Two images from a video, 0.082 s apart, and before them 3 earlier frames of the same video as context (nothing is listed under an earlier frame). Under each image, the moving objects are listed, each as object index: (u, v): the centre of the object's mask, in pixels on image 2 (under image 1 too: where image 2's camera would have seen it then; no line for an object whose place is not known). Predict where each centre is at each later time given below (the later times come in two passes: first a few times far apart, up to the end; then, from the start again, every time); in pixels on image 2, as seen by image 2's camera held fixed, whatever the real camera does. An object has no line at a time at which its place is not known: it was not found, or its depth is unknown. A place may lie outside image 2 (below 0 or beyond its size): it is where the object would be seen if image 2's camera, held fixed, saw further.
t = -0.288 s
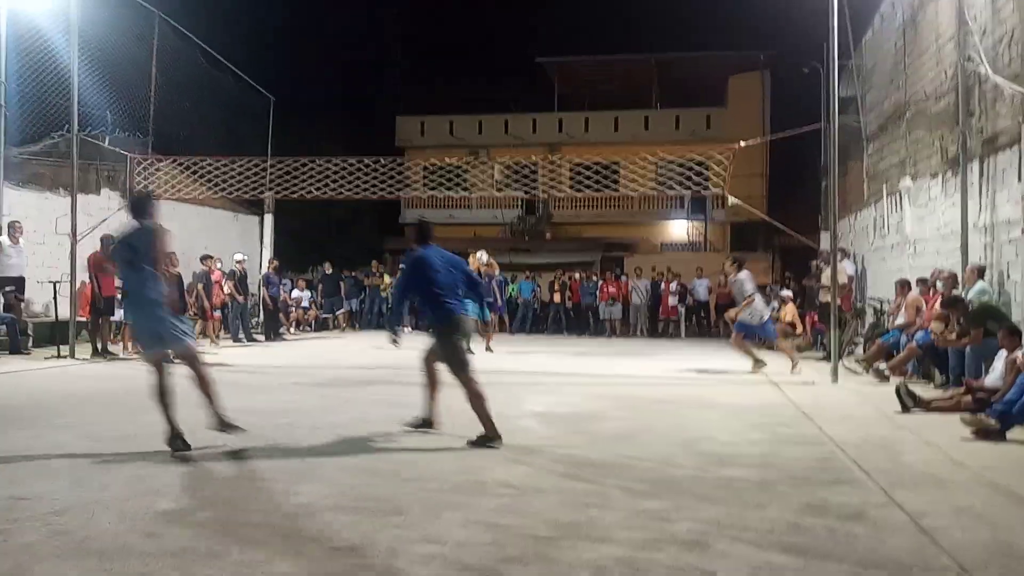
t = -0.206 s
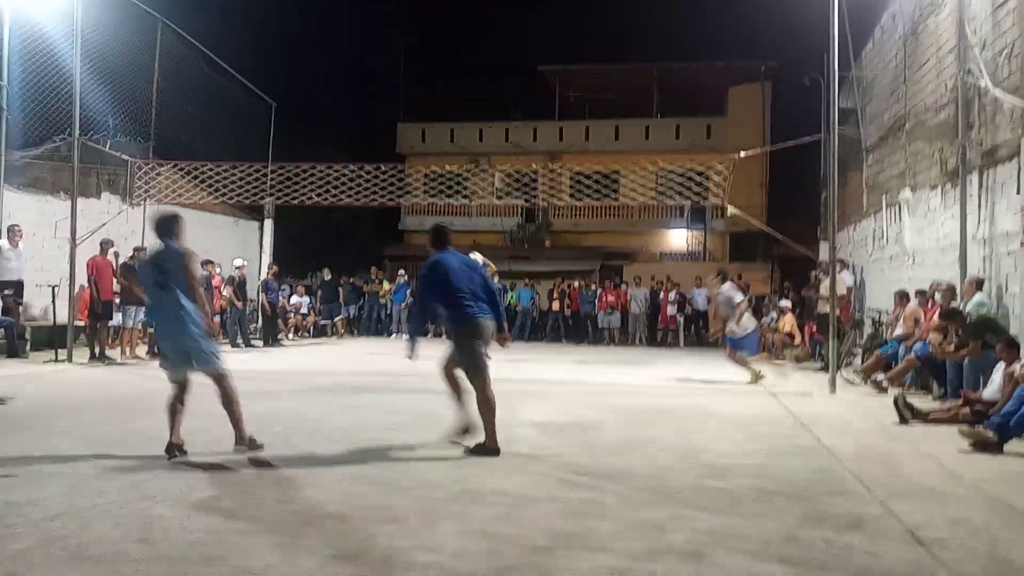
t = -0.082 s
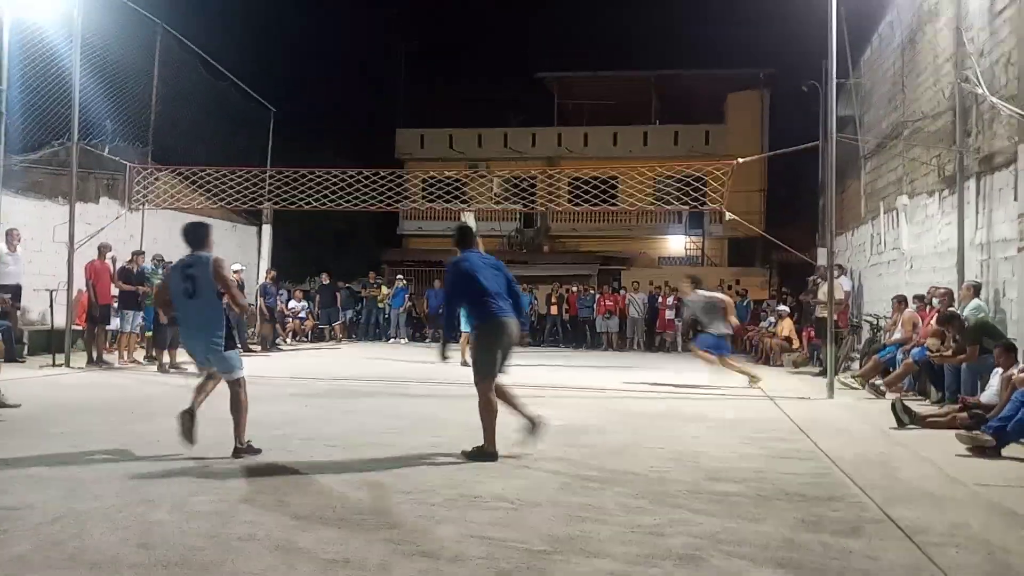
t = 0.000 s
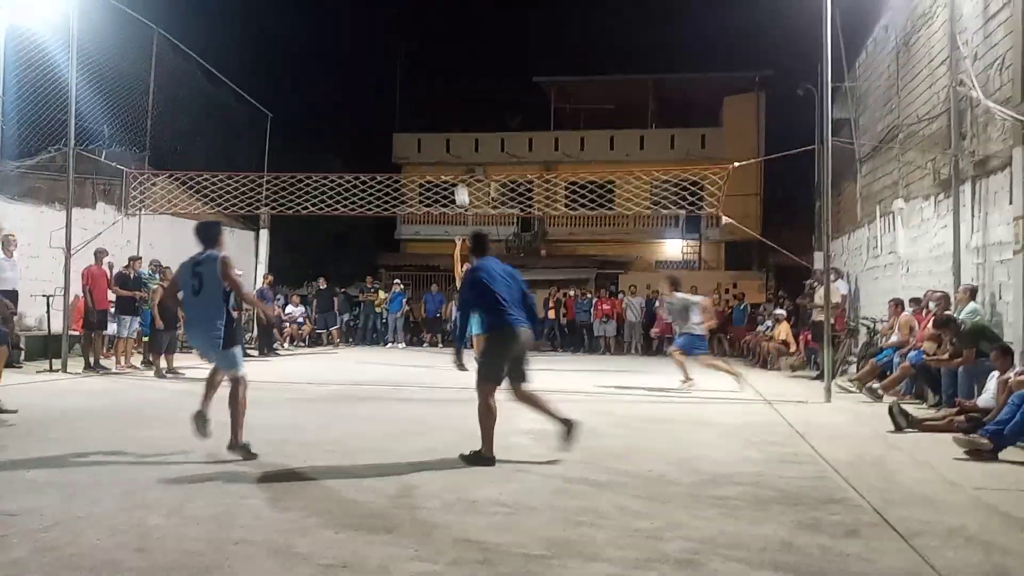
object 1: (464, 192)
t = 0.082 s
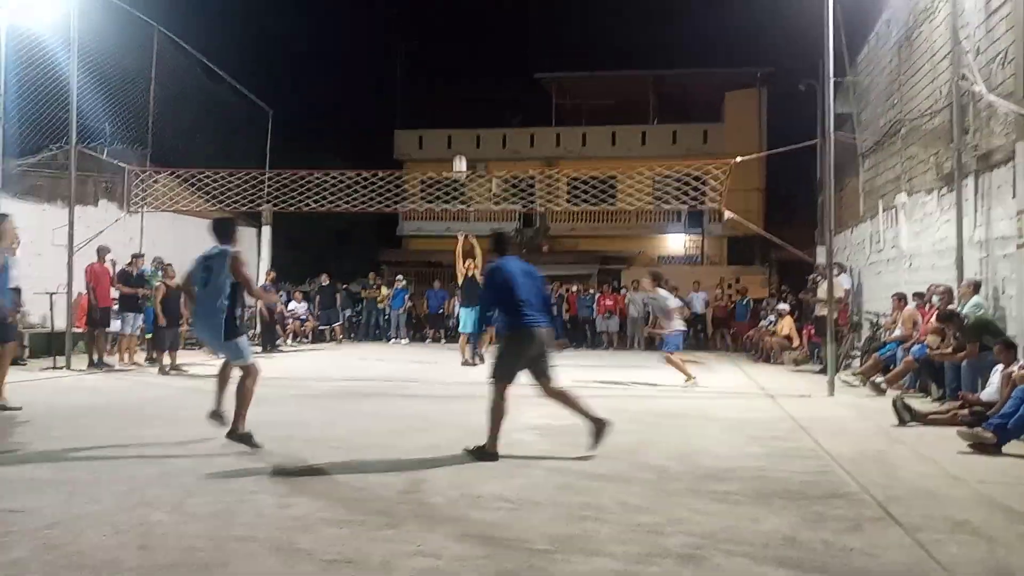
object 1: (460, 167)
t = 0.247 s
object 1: (451, 128)
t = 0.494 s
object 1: (438, 99)
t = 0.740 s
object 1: (422, 110)
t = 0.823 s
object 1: (416, 123)
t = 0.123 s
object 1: (458, 156)
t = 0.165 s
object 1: (456, 146)
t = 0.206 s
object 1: (453, 137)
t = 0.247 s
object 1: (451, 128)
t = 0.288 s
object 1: (448, 121)
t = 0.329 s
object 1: (446, 114)
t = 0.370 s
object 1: (444, 109)
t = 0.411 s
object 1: (442, 105)
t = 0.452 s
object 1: (440, 101)
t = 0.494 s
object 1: (438, 99)
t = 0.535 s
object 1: (436, 98)
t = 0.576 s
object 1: (432, 98)
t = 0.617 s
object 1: (430, 99)
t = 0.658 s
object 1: (427, 102)
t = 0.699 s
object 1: (425, 106)
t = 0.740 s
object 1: (422, 110)
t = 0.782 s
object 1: (419, 116)
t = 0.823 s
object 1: (416, 123)
